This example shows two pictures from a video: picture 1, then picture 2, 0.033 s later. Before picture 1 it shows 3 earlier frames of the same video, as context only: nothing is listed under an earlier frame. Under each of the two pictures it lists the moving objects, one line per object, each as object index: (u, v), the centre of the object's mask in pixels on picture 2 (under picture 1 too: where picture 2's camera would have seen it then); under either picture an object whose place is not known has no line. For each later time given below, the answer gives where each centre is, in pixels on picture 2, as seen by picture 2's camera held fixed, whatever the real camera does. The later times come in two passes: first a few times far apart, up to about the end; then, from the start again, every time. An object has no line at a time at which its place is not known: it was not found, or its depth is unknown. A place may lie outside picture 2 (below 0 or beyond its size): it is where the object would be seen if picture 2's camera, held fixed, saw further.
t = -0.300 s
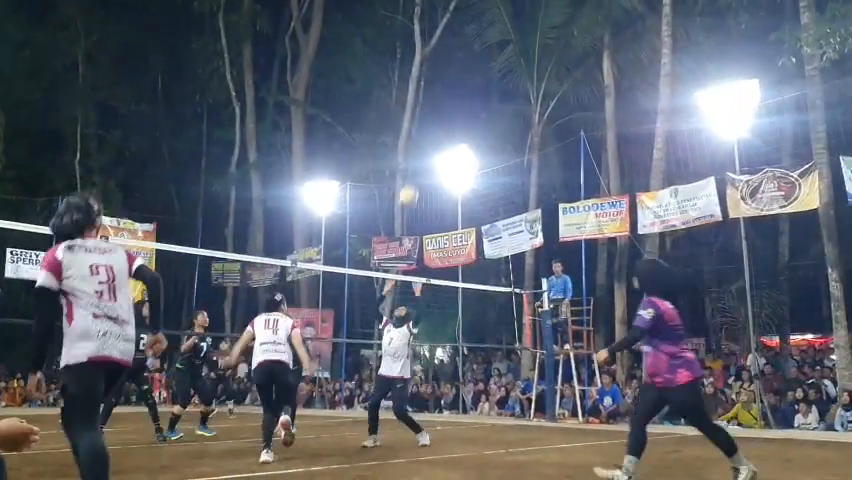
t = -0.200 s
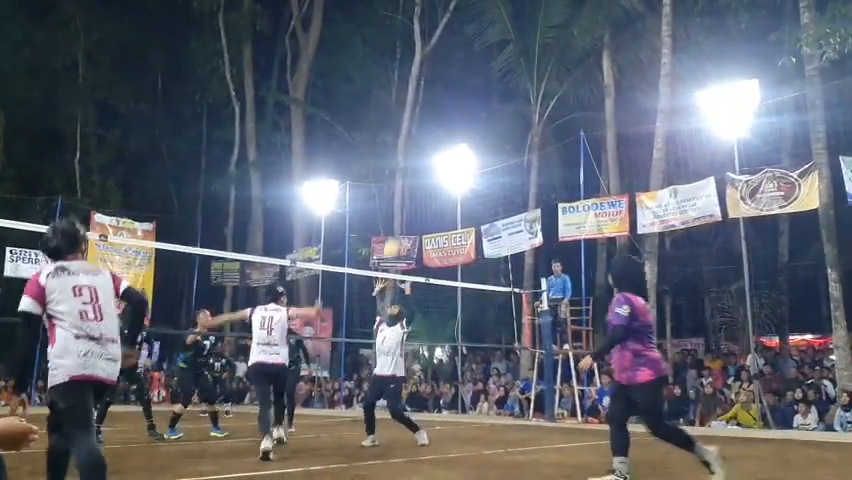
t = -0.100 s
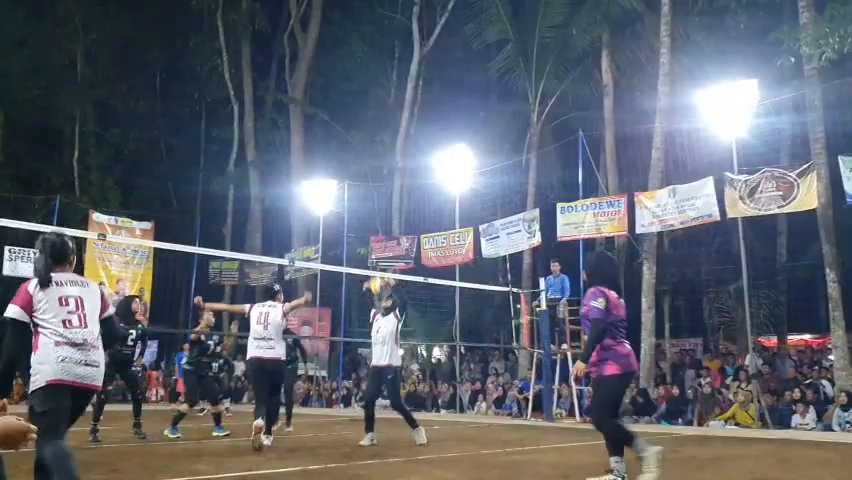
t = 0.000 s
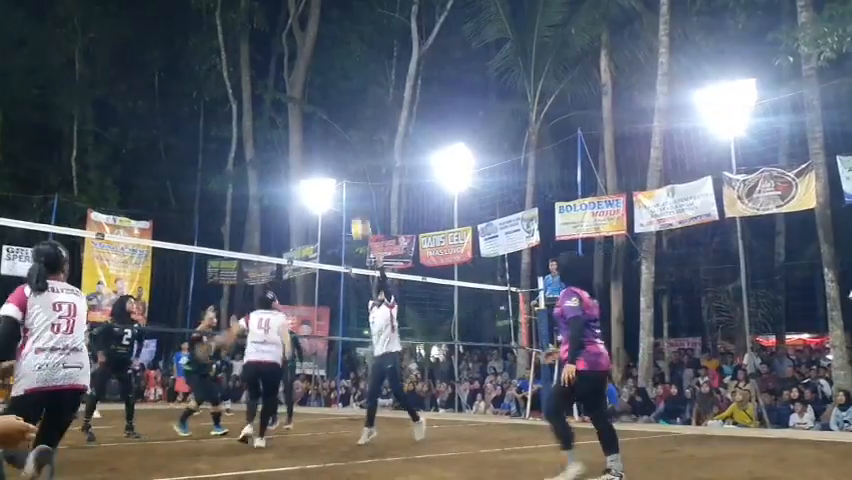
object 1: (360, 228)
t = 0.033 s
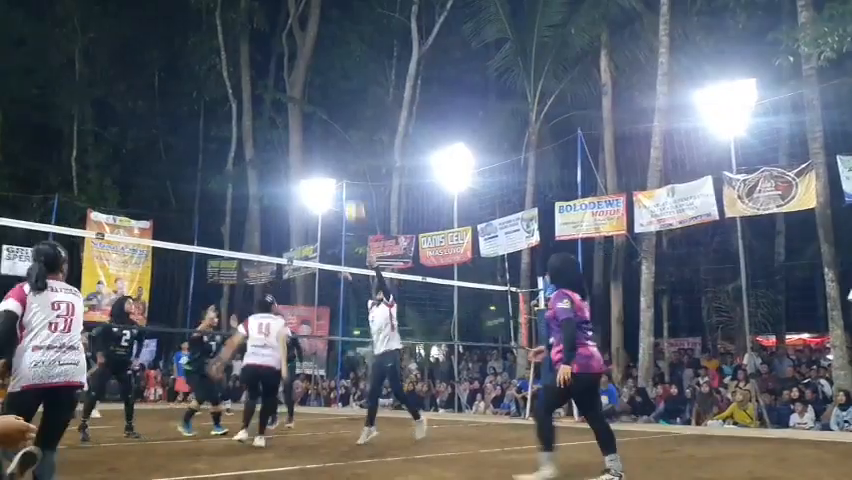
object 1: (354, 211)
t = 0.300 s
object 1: (302, 100)
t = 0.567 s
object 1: (250, 48)
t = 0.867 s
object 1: (189, 65)
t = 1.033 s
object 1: (151, 113)
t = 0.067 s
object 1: (347, 192)
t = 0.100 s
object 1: (341, 178)
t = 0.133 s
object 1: (334, 162)
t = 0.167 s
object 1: (327, 147)
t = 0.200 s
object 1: (321, 134)
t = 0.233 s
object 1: (315, 122)
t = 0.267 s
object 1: (308, 111)
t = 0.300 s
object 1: (302, 100)
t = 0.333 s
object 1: (296, 90)
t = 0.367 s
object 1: (289, 81)
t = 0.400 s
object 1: (283, 73)
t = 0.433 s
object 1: (276, 66)
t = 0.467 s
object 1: (270, 60)
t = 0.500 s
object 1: (263, 55)
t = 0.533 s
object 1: (257, 51)
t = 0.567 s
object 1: (250, 48)
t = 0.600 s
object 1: (243, 45)
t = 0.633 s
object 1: (237, 44)
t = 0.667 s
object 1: (230, 44)
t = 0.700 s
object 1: (223, 45)
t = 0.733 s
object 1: (216, 46)
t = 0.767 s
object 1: (210, 50)
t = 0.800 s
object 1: (202, 54)
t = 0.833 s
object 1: (196, 59)
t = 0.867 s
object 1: (189, 65)
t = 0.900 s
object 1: (181, 72)
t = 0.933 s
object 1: (174, 80)
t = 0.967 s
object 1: (166, 90)
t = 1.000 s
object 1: (158, 100)
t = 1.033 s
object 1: (151, 113)
